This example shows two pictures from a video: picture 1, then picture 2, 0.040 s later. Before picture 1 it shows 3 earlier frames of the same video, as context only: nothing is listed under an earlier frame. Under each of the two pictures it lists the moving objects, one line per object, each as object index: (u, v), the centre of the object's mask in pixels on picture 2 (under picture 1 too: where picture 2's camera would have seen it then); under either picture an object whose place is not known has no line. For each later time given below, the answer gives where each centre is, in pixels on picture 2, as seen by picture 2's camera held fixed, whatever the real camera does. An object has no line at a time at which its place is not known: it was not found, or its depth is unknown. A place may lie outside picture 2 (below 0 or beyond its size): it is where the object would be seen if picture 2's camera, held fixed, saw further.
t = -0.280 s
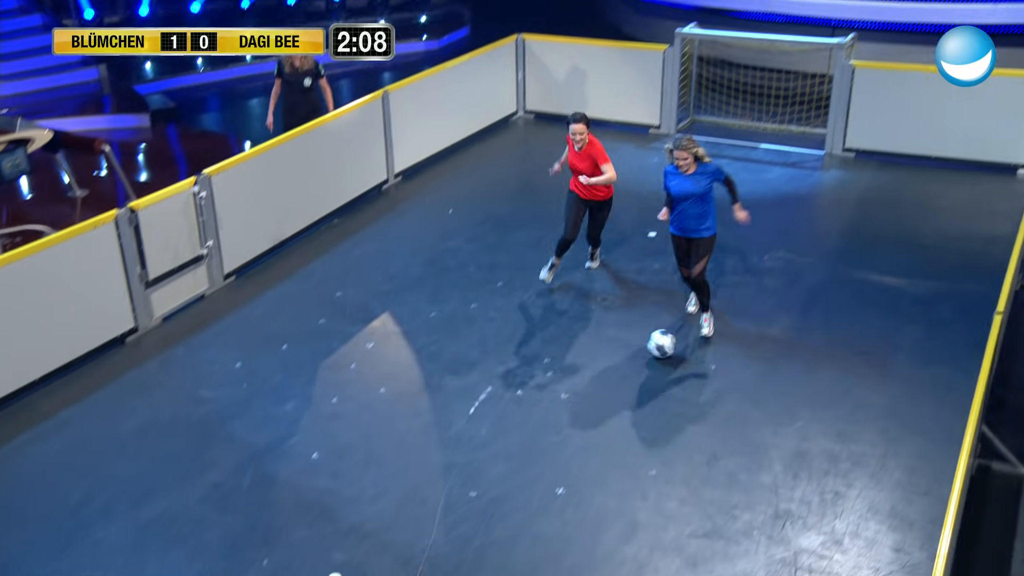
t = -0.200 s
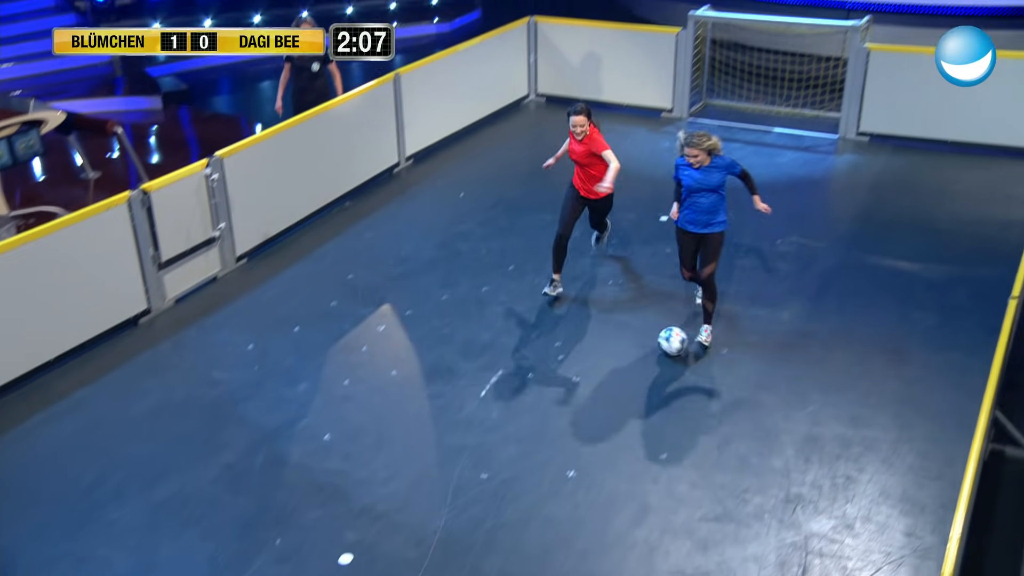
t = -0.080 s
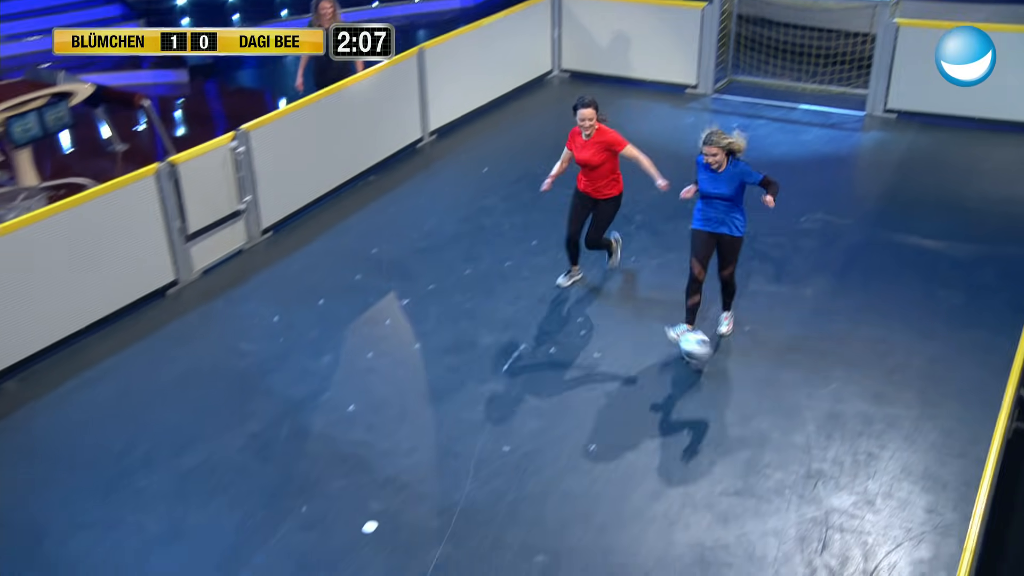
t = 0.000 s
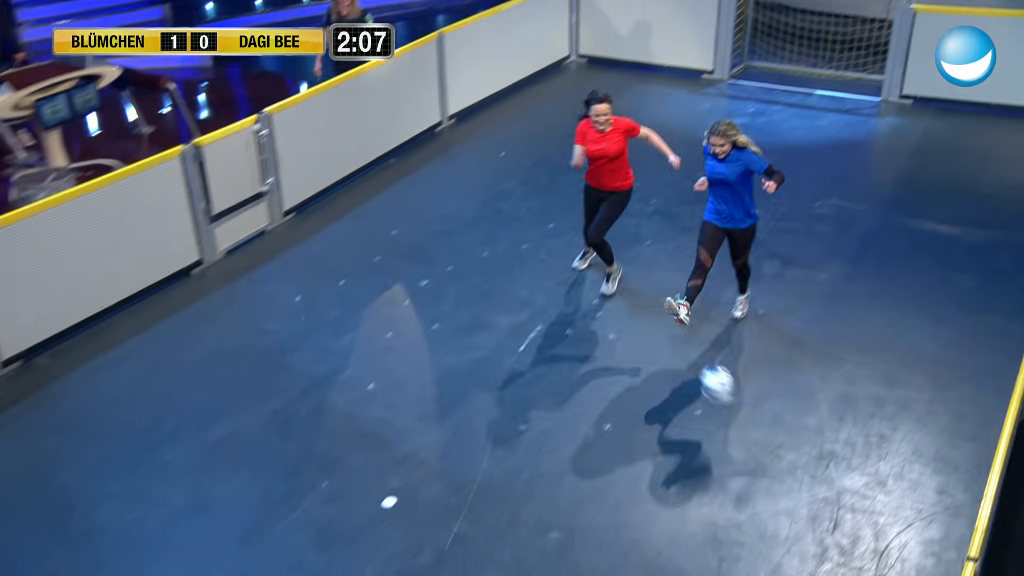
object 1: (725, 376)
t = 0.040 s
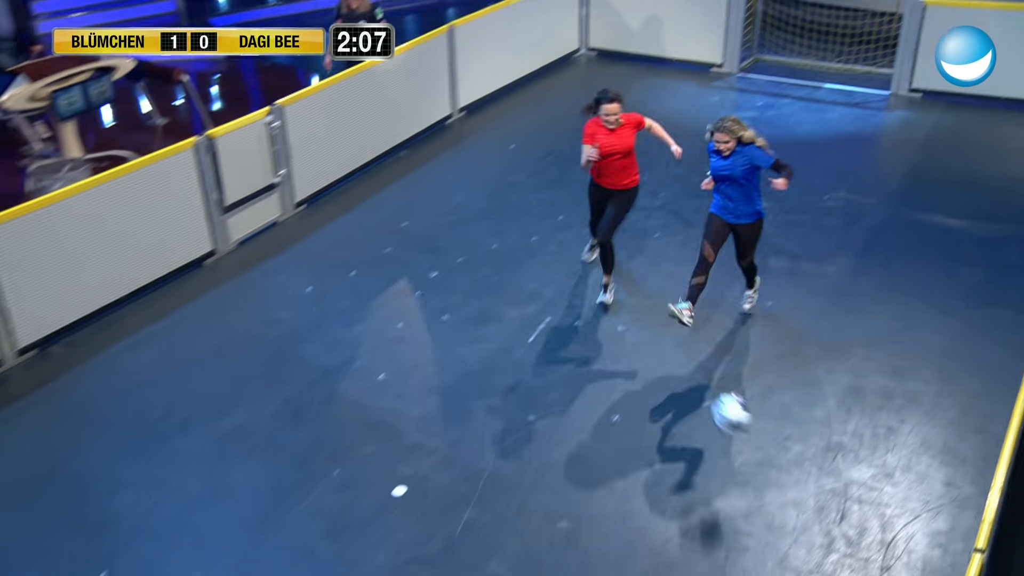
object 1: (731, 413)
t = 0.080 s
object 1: (738, 458)
